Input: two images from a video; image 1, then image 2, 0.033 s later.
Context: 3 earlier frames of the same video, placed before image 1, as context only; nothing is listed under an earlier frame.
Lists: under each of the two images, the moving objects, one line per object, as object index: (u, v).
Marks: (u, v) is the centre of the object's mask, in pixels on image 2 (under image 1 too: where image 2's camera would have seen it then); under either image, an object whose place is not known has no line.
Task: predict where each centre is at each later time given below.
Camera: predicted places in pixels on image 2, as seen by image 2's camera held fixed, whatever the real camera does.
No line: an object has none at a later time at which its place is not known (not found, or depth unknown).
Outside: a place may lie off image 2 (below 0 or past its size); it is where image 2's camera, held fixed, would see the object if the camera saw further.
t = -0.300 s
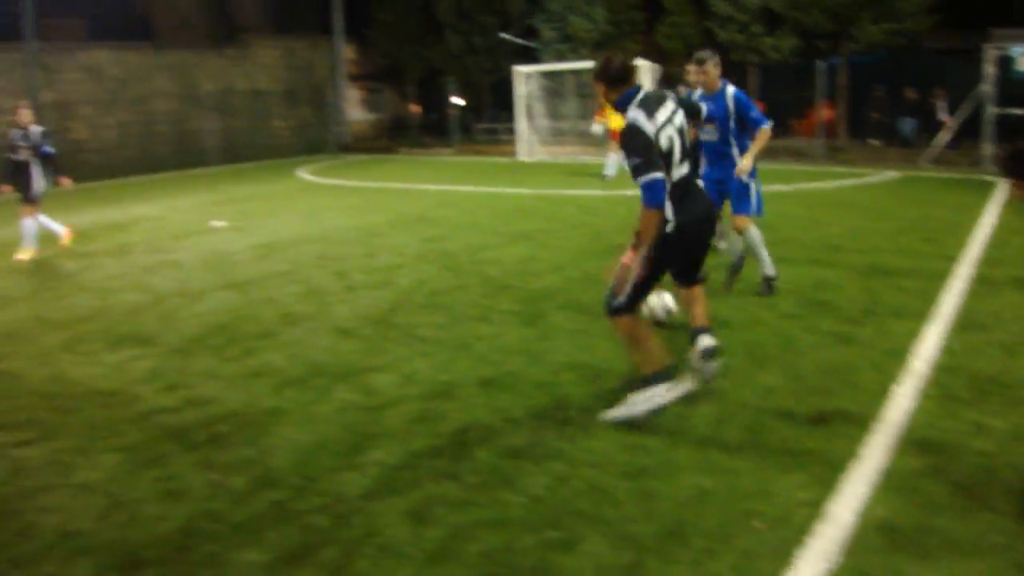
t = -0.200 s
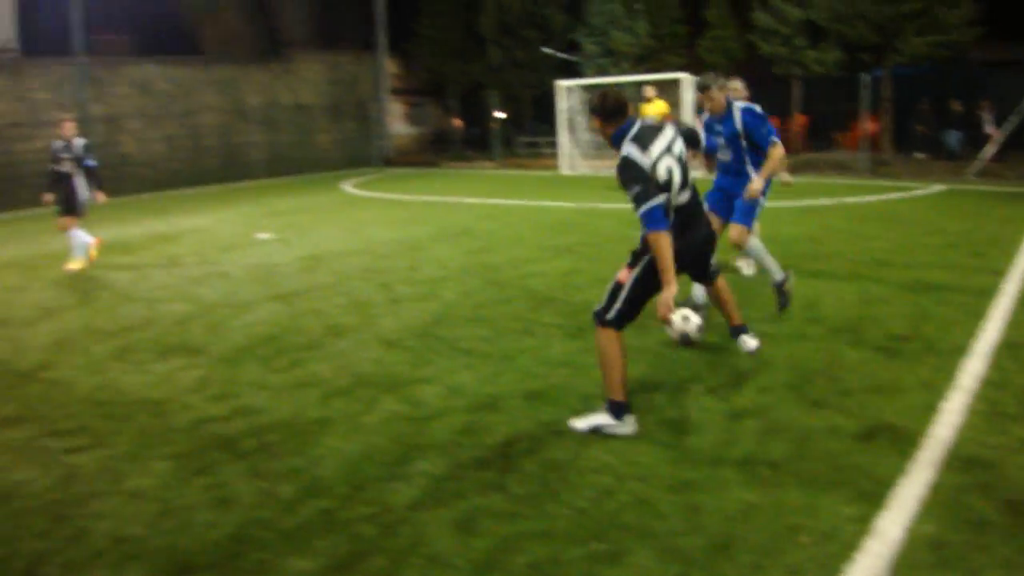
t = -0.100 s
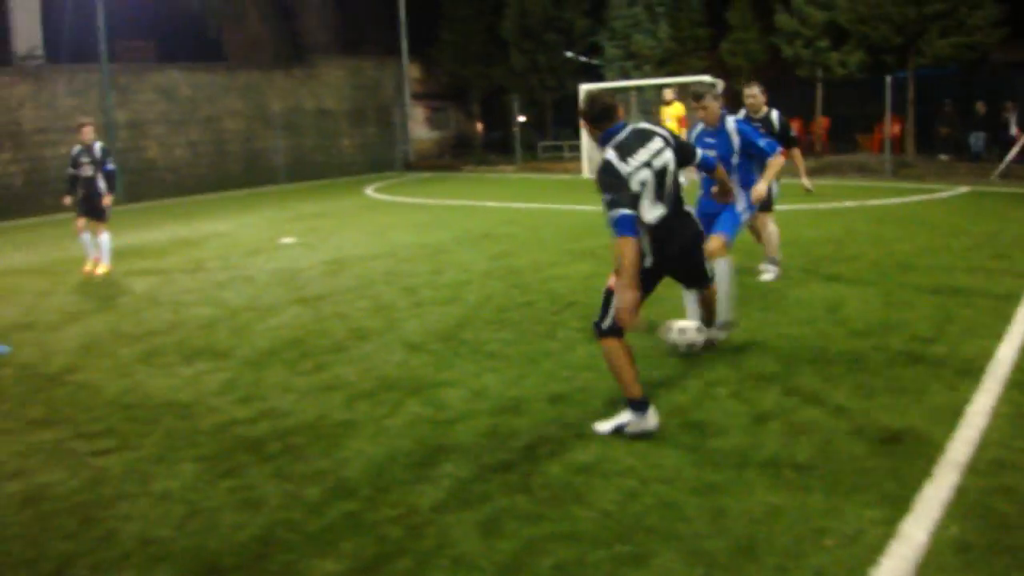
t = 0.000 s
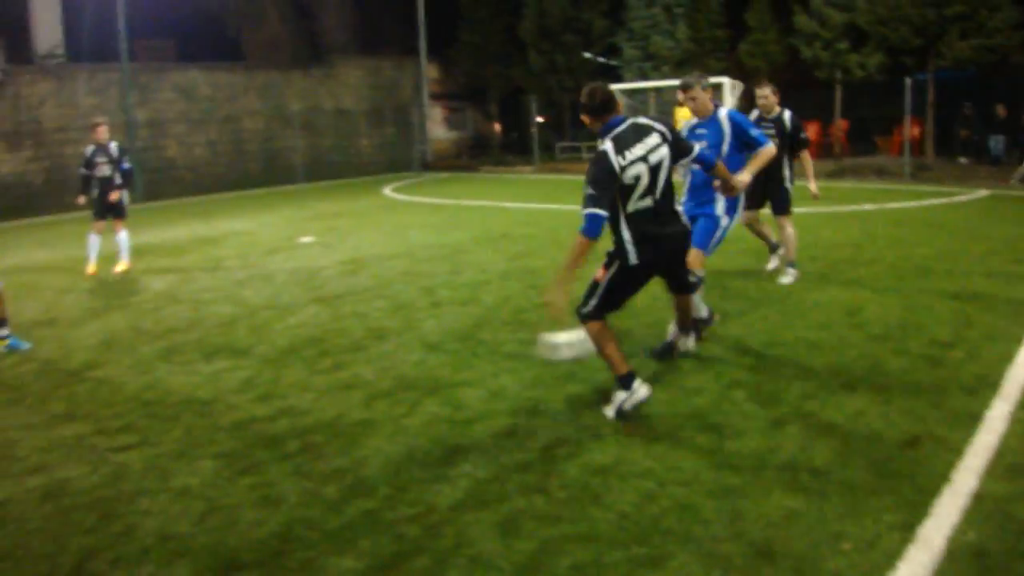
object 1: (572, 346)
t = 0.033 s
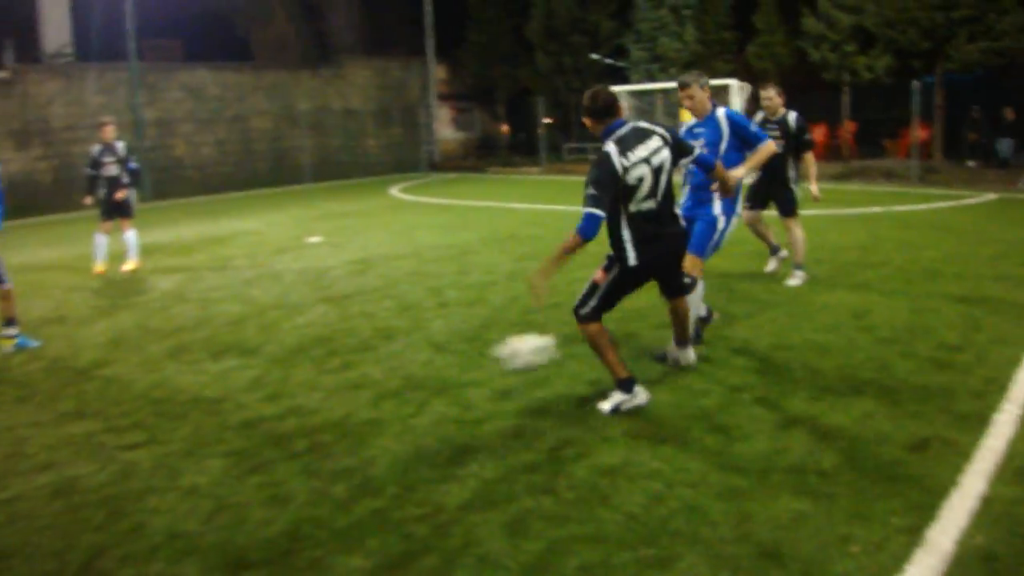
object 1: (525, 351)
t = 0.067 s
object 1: (473, 359)
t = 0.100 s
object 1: (416, 370)
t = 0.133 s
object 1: (358, 383)
